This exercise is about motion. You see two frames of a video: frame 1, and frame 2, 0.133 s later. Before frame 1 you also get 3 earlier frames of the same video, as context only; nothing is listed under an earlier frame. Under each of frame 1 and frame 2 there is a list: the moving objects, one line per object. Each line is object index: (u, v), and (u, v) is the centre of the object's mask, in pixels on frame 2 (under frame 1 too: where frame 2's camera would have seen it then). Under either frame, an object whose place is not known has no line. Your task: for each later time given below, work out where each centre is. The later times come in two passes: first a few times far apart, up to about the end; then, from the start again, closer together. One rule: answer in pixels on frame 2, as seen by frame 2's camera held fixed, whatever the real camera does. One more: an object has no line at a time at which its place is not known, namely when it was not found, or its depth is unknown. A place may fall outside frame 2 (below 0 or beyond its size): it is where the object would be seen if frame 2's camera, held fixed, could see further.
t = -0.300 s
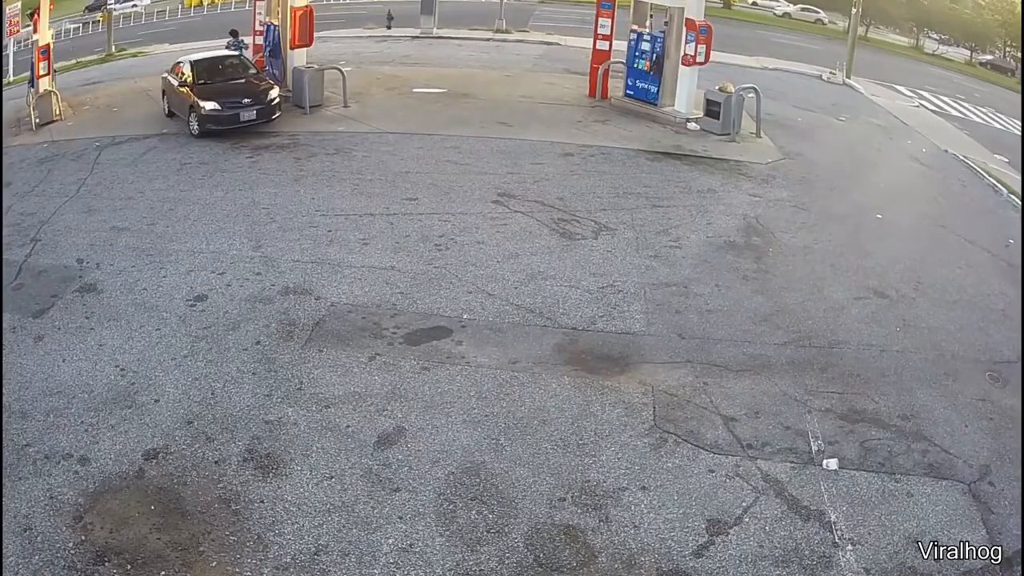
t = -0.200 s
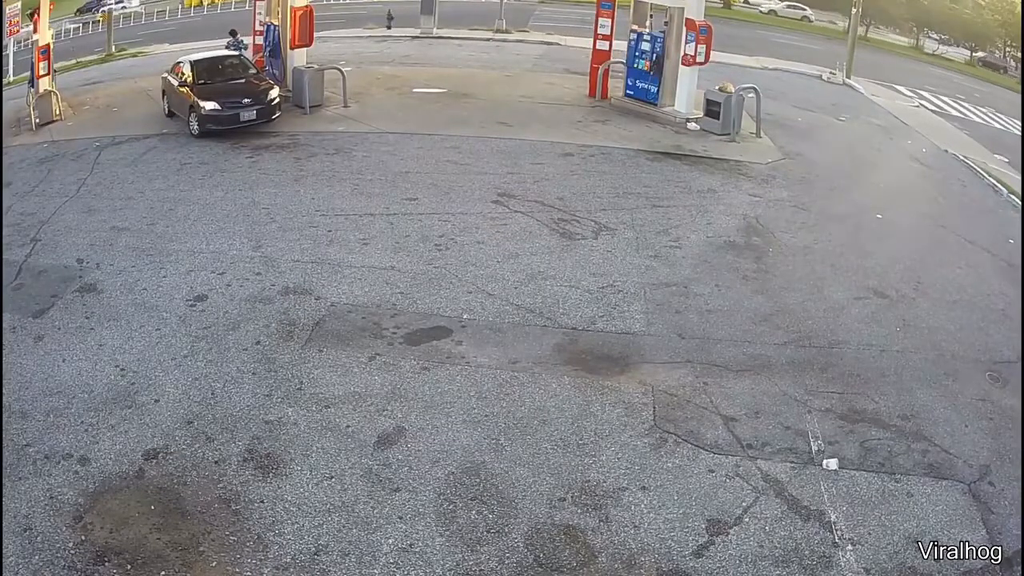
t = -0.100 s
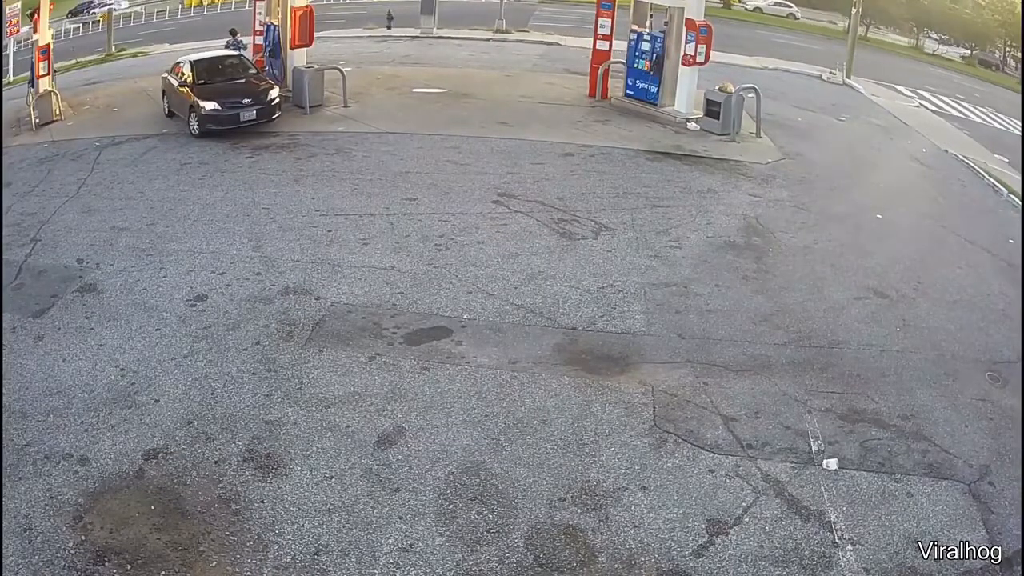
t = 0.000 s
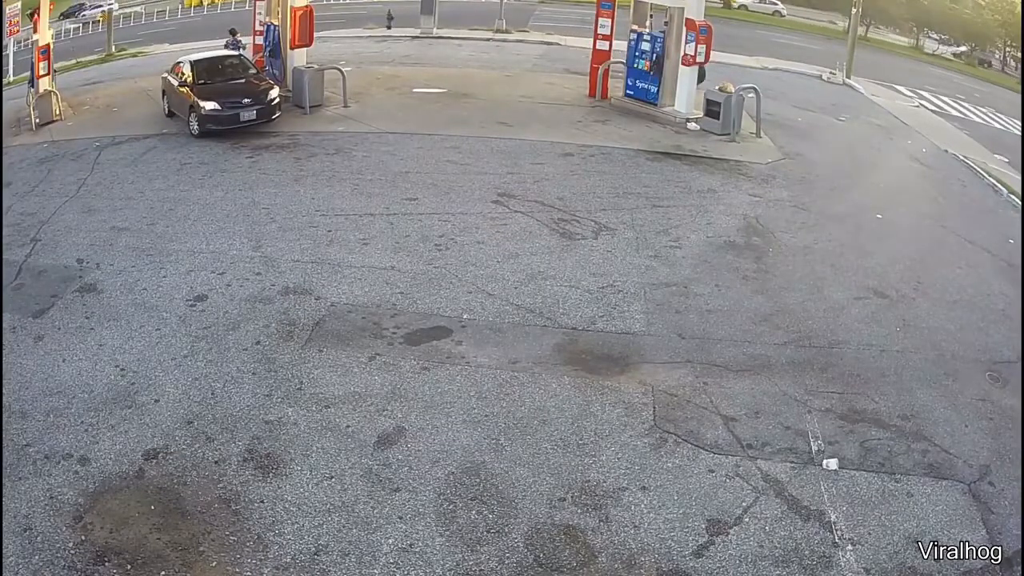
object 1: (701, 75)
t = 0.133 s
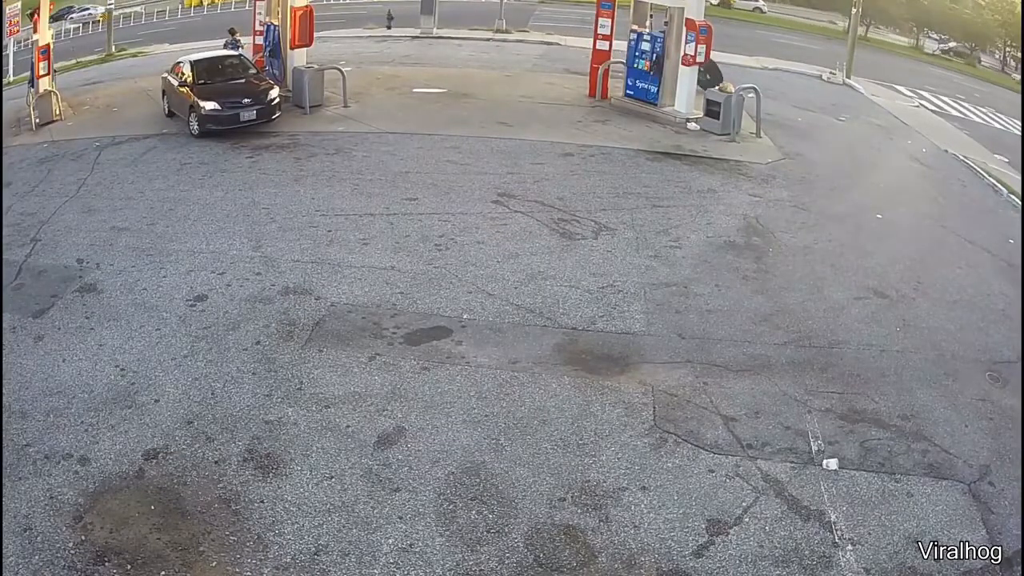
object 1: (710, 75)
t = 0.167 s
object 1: (711, 74)
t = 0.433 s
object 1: (742, 81)
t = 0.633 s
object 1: (768, 96)
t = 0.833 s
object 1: (789, 105)
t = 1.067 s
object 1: (814, 119)
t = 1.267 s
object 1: (834, 132)
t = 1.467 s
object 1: (851, 146)
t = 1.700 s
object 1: (869, 164)
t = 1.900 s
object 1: (880, 180)
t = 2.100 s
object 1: (887, 199)
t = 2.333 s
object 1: (889, 221)
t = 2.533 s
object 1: (881, 244)
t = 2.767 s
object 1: (859, 271)
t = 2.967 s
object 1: (824, 303)
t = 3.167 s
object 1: (767, 331)
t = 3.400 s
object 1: (667, 365)
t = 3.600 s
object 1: (550, 389)
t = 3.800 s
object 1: (413, 404)
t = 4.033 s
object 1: (248, 409)
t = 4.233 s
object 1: (131, 395)
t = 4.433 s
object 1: (47, 380)
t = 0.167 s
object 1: (711, 74)
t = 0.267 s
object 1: (720, 73)
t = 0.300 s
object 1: (725, 74)
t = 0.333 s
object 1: (729, 74)
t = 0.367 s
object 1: (733, 74)
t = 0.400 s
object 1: (739, 79)
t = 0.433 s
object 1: (742, 81)
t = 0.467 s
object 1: (747, 84)
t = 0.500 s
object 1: (751, 84)
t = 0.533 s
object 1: (757, 86)
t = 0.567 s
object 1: (761, 91)
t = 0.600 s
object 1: (765, 94)
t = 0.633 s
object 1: (768, 96)
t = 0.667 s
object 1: (771, 97)
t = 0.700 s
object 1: (774, 99)
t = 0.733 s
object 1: (778, 100)
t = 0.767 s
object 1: (782, 101)
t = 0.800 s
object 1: (785, 103)
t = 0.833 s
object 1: (789, 105)
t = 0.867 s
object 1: (793, 107)
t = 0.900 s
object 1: (797, 109)
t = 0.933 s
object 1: (800, 111)
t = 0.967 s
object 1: (803, 113)
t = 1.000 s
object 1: (807, 115)
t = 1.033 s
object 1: (811, 117)
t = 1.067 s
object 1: (814, 119)
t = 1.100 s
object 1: (817, 122)
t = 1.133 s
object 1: (821, 124)
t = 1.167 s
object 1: (824, 126)
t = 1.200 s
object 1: (828, 128)
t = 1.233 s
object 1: (831, 130)
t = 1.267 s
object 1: (834, 132)
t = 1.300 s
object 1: (837, 134)
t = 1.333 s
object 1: (840, 136)
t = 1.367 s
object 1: (843, 138)
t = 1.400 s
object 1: (846, 141)
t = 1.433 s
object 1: (849, 144)
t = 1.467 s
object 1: (851, 146)
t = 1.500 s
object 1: (854, 149)
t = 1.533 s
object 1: (857, 152)
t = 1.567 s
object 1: (859, 154)
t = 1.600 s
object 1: (862, 157)
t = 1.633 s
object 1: (864, 159)
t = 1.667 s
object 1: (867, 162)
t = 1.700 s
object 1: (869, 164)
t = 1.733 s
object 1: (871, 167)
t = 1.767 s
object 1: (873, 169)
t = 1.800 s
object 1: (875, 172)
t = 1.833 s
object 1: (877, 174)
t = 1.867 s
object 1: (879, 177)
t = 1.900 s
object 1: (880, 180)
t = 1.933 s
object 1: (882, 183)
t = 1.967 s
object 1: (883, 186)
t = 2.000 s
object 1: (884, 189)
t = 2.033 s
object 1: (885, 193)
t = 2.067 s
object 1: (886, 196)
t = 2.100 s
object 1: (887, 199)
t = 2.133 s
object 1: (888, 202)
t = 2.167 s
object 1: (888, 205)
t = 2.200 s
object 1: (889, 208)
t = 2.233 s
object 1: (889, 211)
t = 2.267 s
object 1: (889, 214)
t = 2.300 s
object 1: (889, 218)
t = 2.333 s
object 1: (889, 221)
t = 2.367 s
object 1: (888, 224)
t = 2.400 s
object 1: (887, 228)
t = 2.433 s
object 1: (886, 232)
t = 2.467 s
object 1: (885, 236)
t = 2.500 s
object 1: (883, 240)
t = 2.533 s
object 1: (881, 244)
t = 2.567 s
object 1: (879, 248)
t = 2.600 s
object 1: (876, 251)
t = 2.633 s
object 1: (873, 255)
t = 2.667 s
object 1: (870, 258)
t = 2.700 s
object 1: (867, 262)
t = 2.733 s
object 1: (863, 266)
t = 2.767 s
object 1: (859, 271)
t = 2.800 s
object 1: (854, 276)
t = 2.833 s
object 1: (849, 280)
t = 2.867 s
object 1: (844, 285)
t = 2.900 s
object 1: (838, 290)
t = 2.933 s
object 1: (831, 296)
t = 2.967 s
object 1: (824, 303)
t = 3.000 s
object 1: (816, 309)
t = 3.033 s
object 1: (807, 314)
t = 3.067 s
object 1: (798, 319)
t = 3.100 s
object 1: (788, 324)
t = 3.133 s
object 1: (778, 328)
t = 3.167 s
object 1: (767, 331)
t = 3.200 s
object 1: (755, 333)
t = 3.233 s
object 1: (742, 337)
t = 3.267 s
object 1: (729, 343)
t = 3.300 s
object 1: (715, 349)
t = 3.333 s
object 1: (700, 354)
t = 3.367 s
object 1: (684, 359)
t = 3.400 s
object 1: (667, 365)
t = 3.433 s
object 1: (650, 372)
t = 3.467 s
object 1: (632, 377)
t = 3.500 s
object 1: (612, 381)
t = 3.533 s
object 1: (592, 385)
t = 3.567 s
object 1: (572, 387)
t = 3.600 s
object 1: (550, 389)
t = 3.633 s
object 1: (529, 392)
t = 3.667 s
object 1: (506, 395)
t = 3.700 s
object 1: (483, 398)
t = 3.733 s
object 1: (460, 400)
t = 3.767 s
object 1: (437, 402)
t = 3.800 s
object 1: (413, 404)
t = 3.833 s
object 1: (389, 406)
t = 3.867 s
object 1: (365, 408)
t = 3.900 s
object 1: (341, 410)
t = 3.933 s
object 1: (316, 411)
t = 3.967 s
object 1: (292, 411)
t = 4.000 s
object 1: (270, 411)
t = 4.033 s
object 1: (248, 409)
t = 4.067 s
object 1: (227, 407)
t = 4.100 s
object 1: (206, 406)
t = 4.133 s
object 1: (185, 404)
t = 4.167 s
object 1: (167, 400)
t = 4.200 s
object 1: (148, 397)
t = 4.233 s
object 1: (131, 395)
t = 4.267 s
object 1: (115, 393)
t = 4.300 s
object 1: (100, 390)
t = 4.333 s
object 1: (85, 387)
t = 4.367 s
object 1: (71, 385)
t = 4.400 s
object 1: (58, 382)
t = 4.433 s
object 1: (47, 380)
